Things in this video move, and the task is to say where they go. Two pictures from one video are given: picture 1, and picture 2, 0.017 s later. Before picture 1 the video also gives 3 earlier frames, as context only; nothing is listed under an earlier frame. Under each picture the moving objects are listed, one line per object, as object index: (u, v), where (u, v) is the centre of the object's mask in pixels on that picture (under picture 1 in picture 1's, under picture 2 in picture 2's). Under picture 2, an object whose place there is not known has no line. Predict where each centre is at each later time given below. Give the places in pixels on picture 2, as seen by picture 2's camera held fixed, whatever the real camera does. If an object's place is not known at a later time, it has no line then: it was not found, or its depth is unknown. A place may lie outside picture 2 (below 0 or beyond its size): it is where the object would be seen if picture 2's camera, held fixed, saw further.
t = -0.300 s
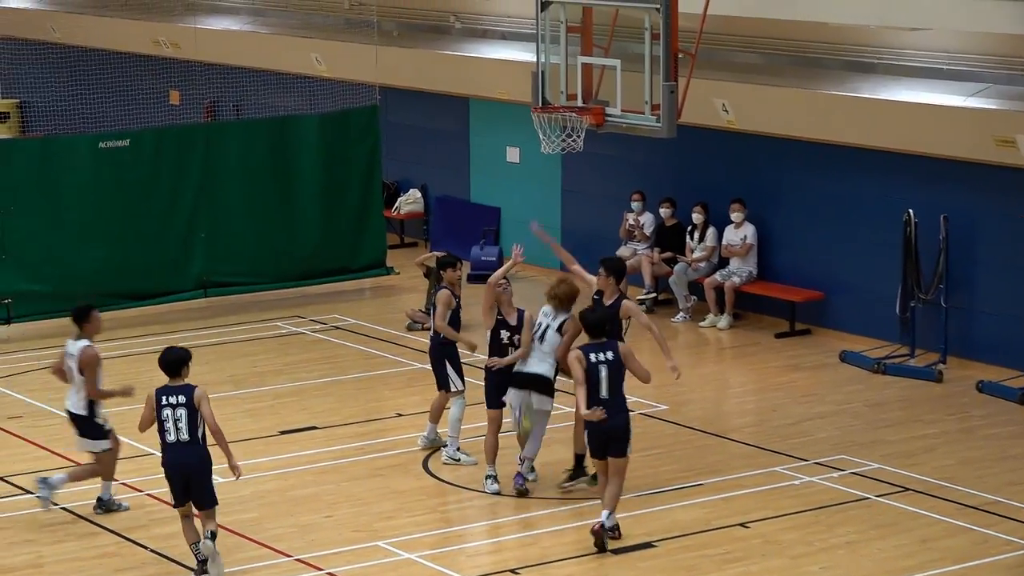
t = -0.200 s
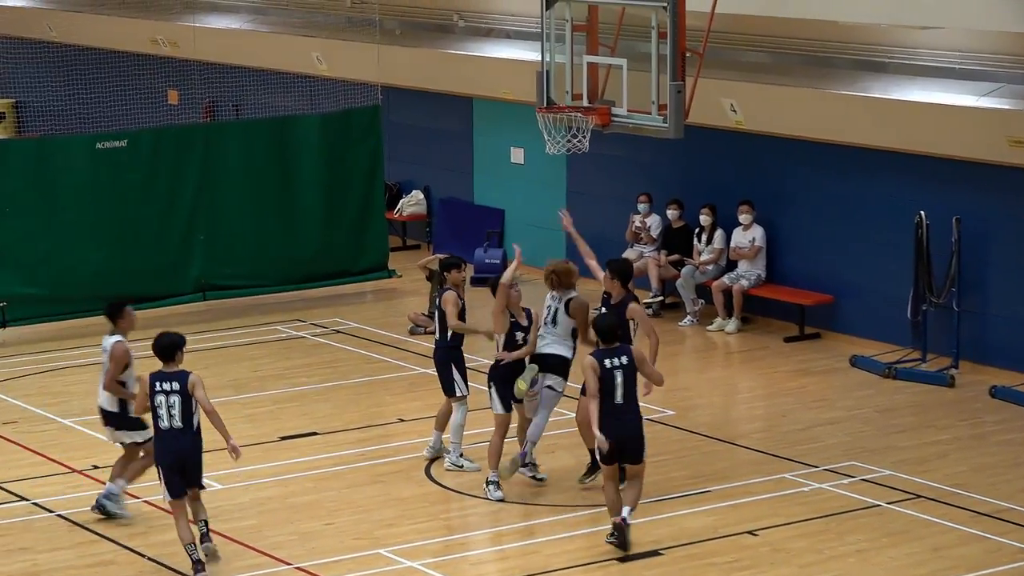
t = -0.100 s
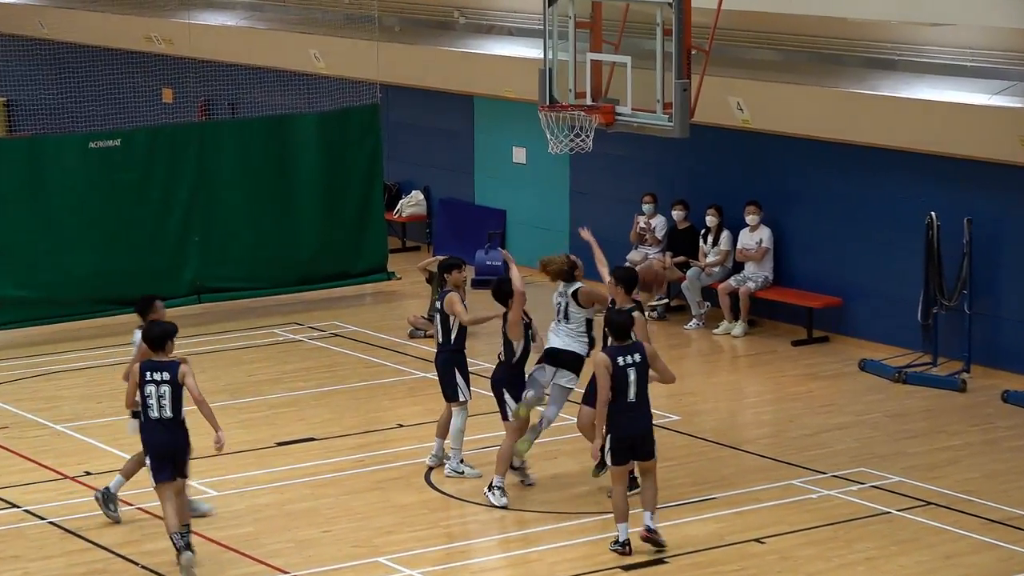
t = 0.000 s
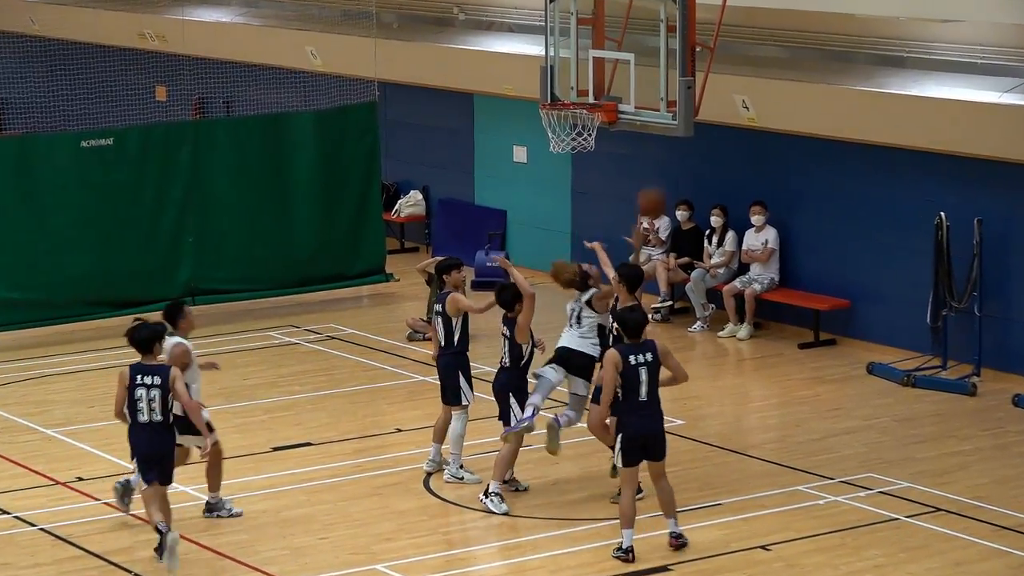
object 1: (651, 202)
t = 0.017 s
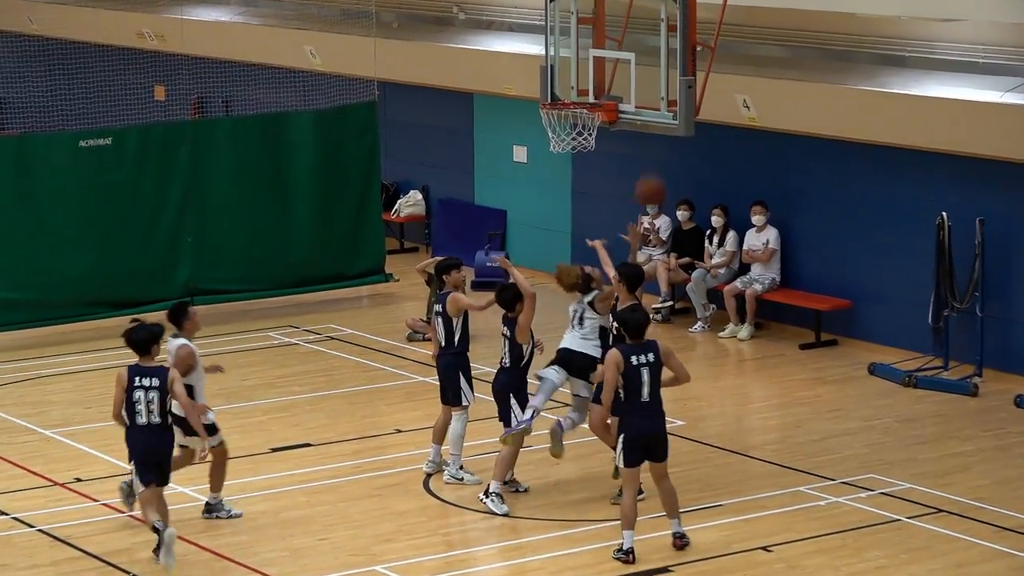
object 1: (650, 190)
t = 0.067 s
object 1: (645, 157)
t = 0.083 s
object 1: (643, 148)
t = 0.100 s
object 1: (643, 138)
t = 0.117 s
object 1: (641, 129)
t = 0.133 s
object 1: (638, 122)
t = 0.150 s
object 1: (635, 113)
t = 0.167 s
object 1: (631, 106)
